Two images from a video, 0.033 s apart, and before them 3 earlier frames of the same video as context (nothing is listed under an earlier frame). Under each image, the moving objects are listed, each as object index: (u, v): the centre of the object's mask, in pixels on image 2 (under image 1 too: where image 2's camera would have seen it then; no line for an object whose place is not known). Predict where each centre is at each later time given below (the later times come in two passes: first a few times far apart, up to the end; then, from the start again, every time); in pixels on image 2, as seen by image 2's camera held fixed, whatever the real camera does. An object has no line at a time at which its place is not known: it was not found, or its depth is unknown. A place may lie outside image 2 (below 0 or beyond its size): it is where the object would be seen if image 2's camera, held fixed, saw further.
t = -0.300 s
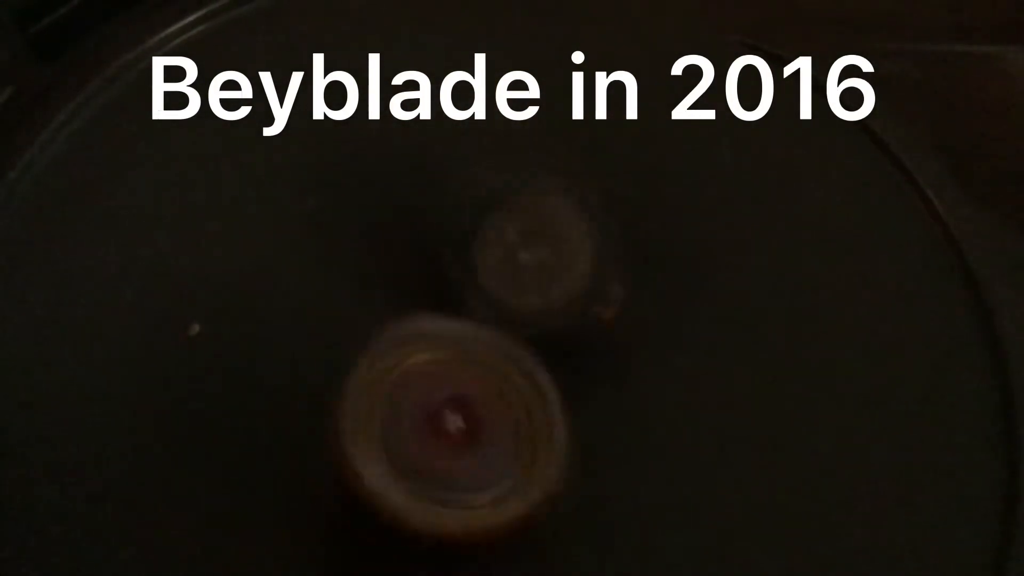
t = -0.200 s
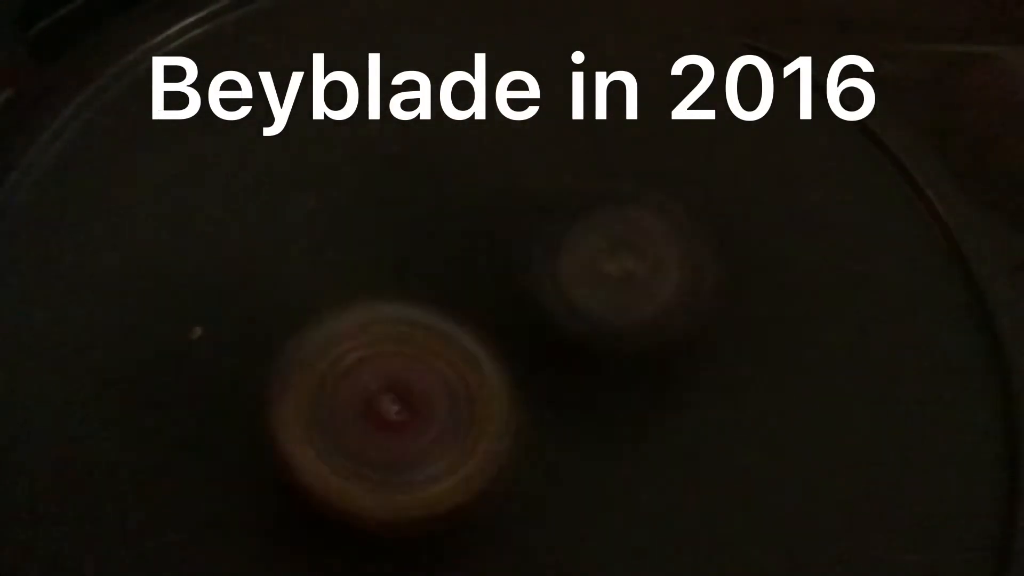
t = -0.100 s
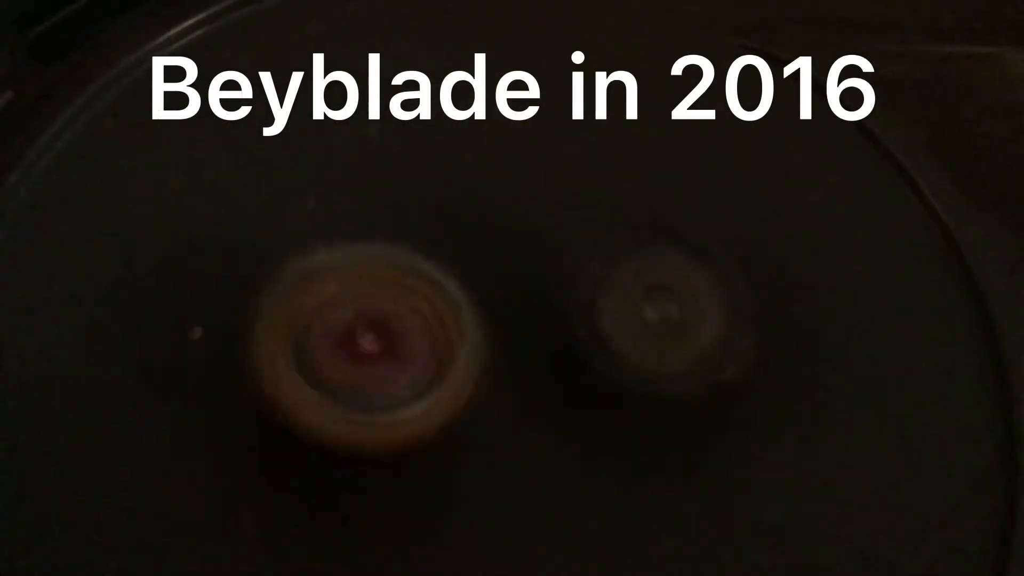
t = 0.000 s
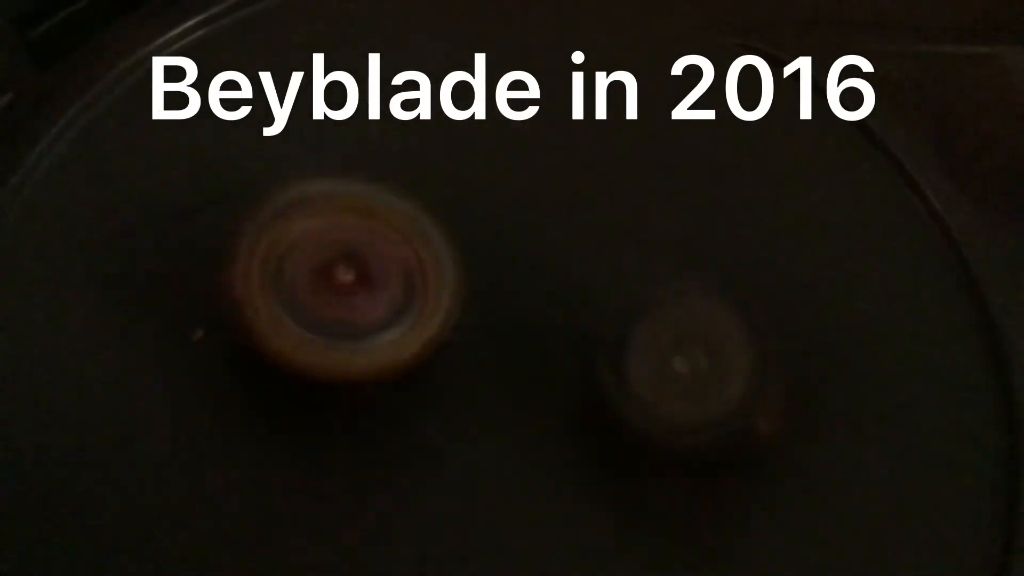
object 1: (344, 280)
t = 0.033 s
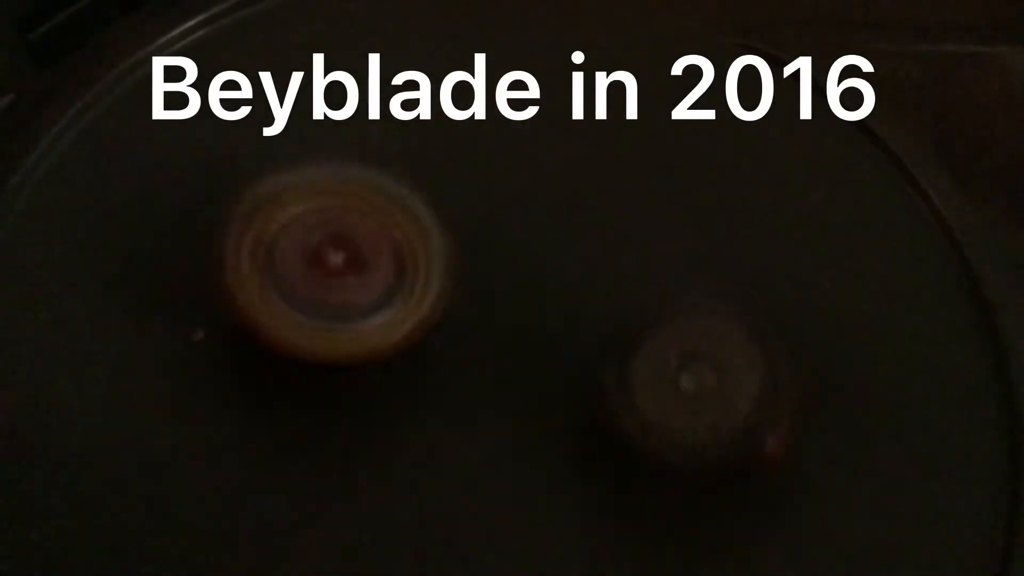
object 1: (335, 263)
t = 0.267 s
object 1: (315, 236)
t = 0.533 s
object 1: (512, 264)
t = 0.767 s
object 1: (609, 179)
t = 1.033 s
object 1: (536, 226)
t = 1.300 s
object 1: (768, 285)
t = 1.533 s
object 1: (760, 275)
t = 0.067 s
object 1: (325, 248)
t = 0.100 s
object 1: (317, 237)
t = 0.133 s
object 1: (312, 231)
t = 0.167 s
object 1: (308, 228)
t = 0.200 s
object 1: (308, 228)
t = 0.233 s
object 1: (308, 230)
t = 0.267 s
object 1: (315, 236)
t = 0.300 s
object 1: (325, 244)
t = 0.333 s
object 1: (341, 250)
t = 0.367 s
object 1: (365, 257)
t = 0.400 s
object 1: (393, 263)
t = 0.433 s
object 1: (419, 265)
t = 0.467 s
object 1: (449, 270)
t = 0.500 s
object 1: (483, 269)
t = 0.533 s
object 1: (512, 264)
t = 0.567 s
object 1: (541, 256)
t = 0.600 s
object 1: (566, 243)
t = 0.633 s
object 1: (585, 228)
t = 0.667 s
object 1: (598, 212)
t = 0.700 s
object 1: (606, 199)
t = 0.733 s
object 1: (609, 188)
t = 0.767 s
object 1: (609, 179)
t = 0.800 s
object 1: (604, 174)
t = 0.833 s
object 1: (595, 168)
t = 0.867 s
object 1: (585, 168)
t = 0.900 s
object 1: (571, 170)
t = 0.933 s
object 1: (555, 179)
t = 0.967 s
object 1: (546, 190)
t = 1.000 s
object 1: (534, 206)
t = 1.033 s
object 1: (536, 226)
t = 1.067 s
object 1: (561, 244)
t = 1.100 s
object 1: (594, 256)
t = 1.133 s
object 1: (628, 266)
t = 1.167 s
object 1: (656, 274)
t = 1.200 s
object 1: (687, 279)
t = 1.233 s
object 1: (717, 285)
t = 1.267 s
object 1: (743, 285)
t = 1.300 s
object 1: (768, 285)
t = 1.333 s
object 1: (784, 282)
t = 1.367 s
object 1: (800, 281)
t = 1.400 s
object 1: (810, 278)
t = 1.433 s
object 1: (810, 274)
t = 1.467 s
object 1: (801, 270)
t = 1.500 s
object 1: (787, 272)
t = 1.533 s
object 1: (760, 275)
